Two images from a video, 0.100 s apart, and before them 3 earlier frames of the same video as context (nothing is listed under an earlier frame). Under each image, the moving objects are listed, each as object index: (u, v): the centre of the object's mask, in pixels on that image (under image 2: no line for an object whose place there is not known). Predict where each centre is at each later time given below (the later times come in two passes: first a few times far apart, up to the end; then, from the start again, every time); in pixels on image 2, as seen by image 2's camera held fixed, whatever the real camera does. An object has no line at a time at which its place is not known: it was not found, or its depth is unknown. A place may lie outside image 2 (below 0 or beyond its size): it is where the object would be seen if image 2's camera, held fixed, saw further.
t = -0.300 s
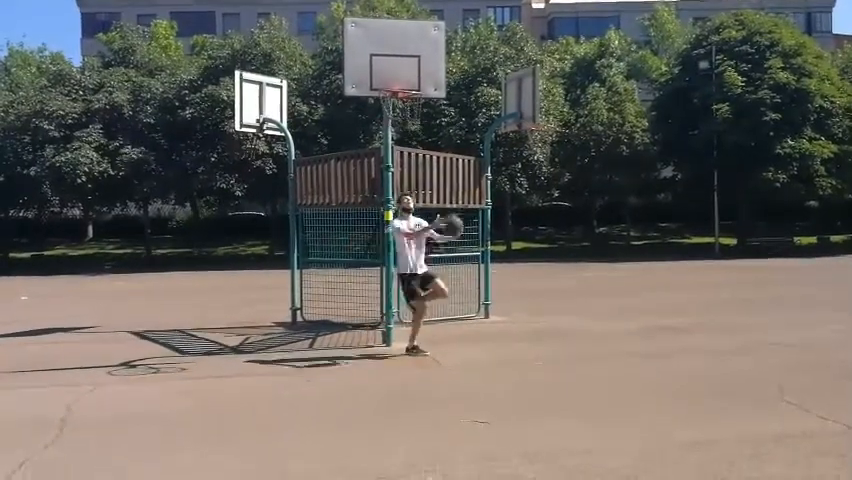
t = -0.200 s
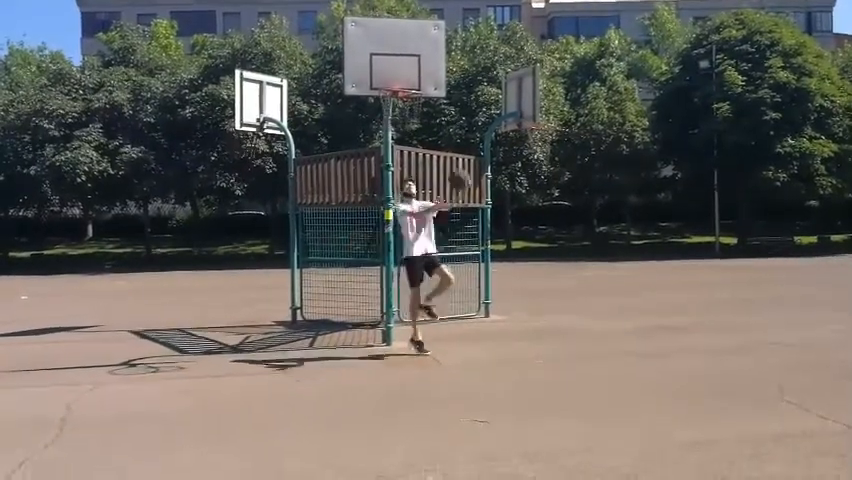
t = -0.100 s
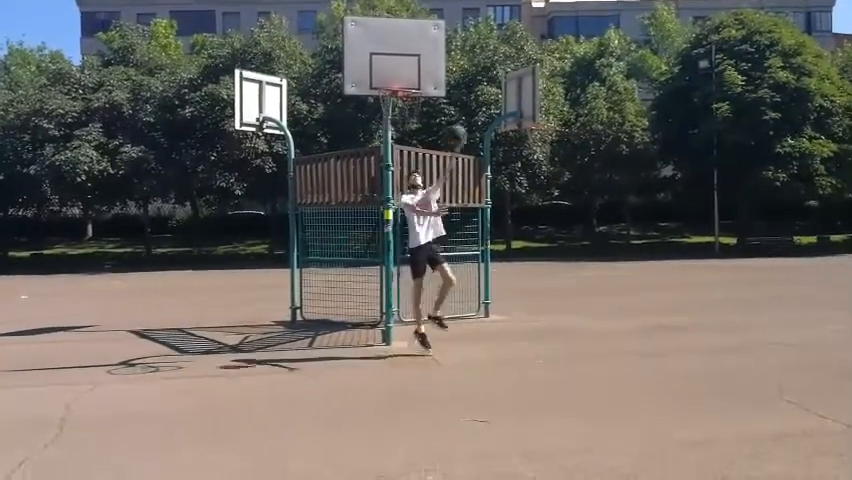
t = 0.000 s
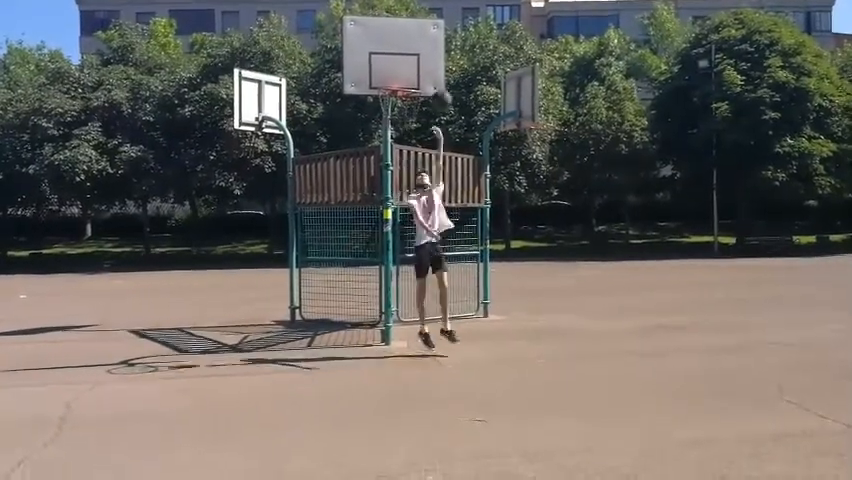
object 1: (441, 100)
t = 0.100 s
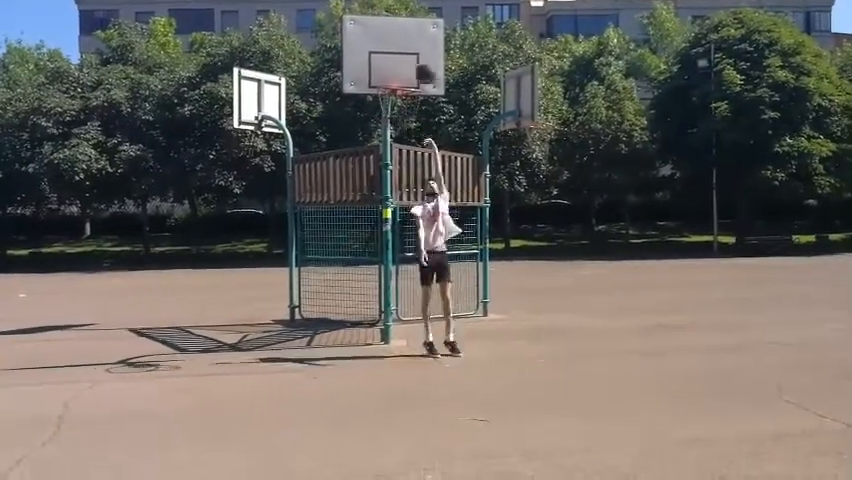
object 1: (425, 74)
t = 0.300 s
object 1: (407, 56)
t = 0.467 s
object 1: (399, 70)
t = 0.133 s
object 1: (420, 67)
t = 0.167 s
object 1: (415, 61)
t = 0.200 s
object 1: (412, 58)
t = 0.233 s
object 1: (410, 56)
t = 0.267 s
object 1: (408, 55)
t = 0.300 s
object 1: (407, 56)
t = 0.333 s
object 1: (406, 57)
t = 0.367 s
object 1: (404, 58)
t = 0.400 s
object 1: (403, 61)
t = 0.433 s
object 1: (401, 65)
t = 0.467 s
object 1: (399, 70)
